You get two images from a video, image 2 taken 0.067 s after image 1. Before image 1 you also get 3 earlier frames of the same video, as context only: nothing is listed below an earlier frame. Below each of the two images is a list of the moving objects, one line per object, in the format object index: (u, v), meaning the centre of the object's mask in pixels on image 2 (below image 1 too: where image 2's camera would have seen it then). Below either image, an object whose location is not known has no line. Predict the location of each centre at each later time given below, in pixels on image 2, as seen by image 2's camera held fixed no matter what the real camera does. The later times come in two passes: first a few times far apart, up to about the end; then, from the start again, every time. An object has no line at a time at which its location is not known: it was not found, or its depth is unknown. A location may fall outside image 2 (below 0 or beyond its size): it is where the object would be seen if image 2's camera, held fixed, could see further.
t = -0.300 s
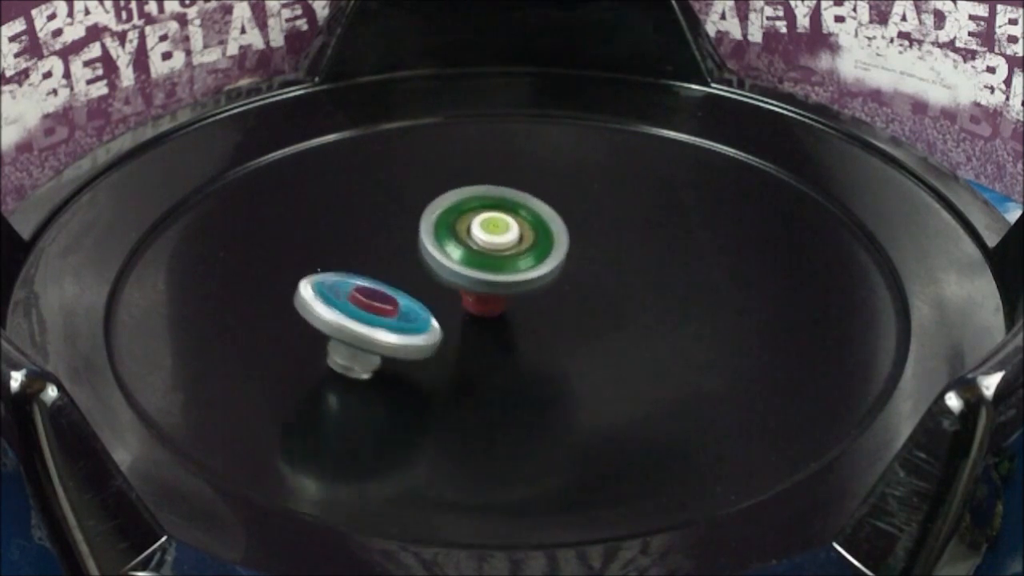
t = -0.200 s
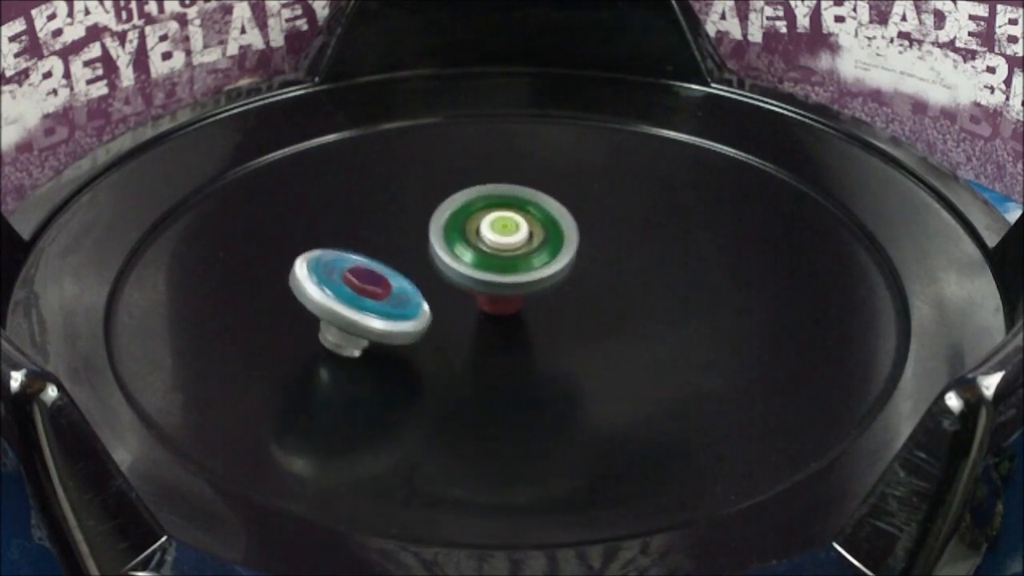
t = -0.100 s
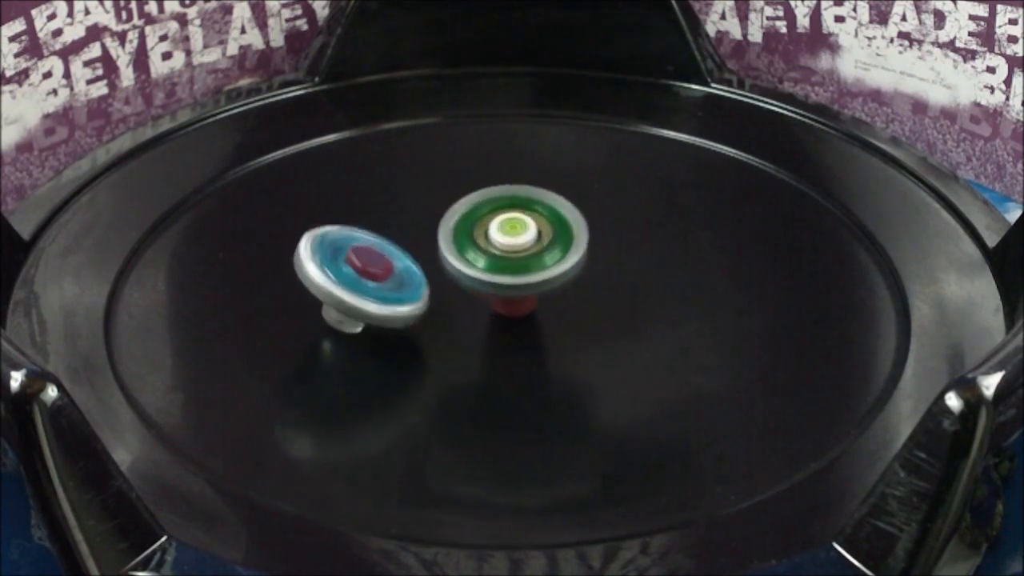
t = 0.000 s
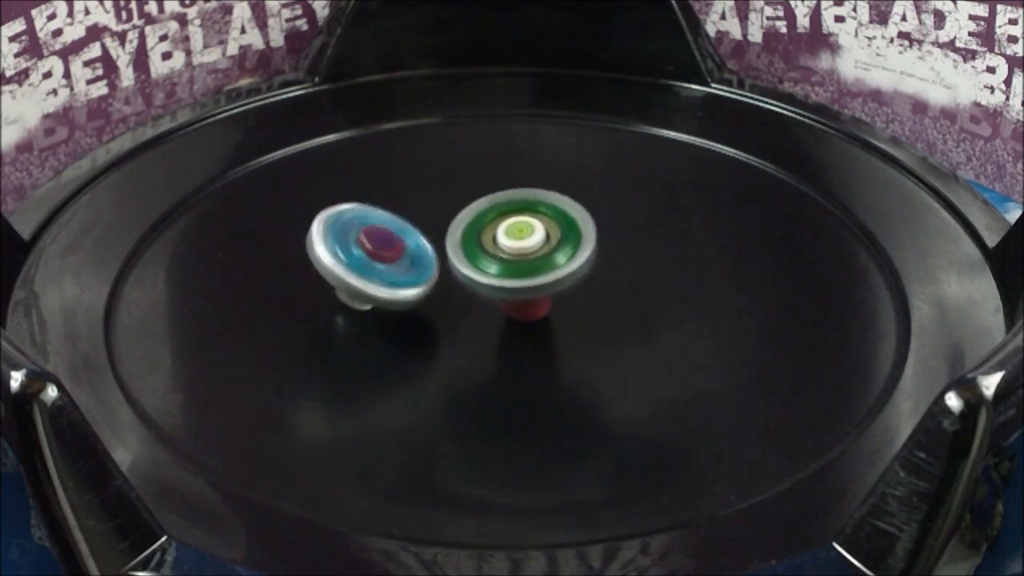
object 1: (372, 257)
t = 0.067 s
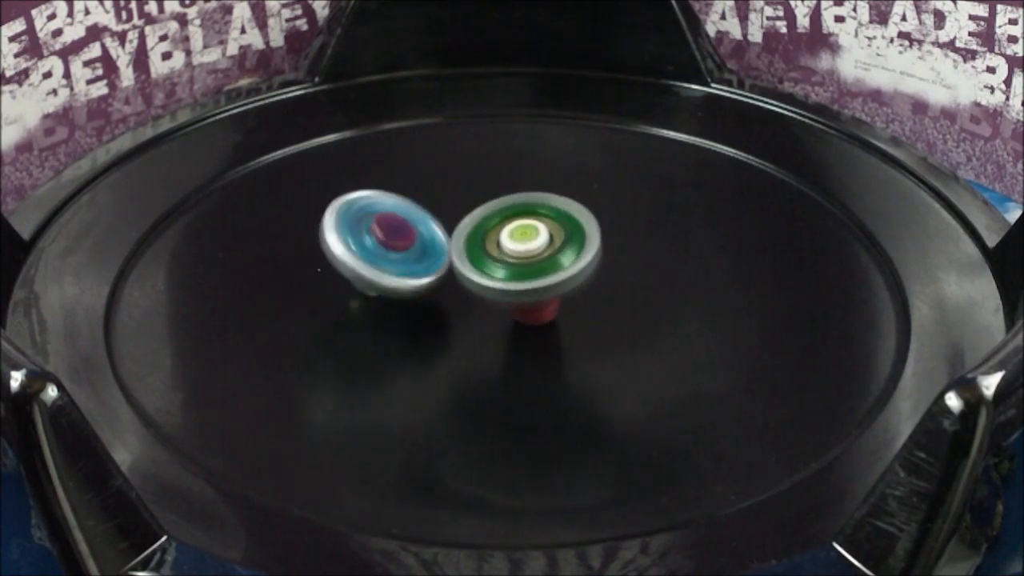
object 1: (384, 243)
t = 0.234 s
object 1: (425, 214)
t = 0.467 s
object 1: (510, 194)
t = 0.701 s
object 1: (590, 213)
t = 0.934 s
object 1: (633, 251)
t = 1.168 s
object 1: (622, 306)
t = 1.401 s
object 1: (551, 352)
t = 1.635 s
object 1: (452, 363)
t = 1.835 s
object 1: (384, 342)
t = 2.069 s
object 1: (356, 298)
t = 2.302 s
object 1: (381, 249)
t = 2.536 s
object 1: (454, 208)
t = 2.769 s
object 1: (544, 207)
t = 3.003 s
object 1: (610, 227)
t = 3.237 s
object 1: (636, 272)
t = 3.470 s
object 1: (600, 326)
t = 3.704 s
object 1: (507, 357)
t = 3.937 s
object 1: (410, 346)
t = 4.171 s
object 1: (359, 306)
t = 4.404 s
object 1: (362, 258)
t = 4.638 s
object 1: (429, 198)
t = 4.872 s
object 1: (545, 193)
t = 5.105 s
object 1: (621, 222)
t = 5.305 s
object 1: (646, 260)
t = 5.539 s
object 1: (631, 315)
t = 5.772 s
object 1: (551, 366)
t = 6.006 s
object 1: (449, 367)
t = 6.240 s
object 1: (376, 322)
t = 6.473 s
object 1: (356, 250)
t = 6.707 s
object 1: (397, 203)
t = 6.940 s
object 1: (466, 193)
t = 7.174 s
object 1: (614, 217)
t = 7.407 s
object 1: (684, 253)
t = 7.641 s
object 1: (650, 300)
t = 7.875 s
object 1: (520, 372)
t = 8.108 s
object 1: (404, 396)
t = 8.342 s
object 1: (392, 363)
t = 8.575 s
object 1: (406, 289)
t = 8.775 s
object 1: (420, 190)
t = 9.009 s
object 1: (436, 153)
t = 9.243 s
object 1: (475, 181)
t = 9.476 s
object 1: (655, 218)
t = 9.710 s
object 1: (794, 265)
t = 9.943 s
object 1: (592, 341)
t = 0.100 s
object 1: (391, 237)
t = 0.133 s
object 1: (399, 231)
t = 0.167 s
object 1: (407, 226)
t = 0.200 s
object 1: (416, 220)
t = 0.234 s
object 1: (425, 214)
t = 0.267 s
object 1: (436, 209)
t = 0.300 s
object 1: (447, 204)
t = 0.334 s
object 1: (459, 200)
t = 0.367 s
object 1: (472, 198)
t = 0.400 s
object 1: (485, 196)
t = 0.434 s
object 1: (497, 194)
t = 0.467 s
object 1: (510, 194)
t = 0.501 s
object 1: (523, 194)
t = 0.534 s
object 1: (536, 196)
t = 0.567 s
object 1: (548, 198)
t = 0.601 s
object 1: (560, 201)
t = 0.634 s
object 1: (570, 204)
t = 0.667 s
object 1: (580, 208)
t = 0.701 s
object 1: (590, 213)
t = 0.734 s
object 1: (598, 218)
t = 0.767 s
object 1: (606, 222)
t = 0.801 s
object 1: (613, 227)
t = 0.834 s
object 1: (619, 232)
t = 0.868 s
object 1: (625, 238)
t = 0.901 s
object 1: (629, 244)
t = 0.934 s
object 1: (633, 251)
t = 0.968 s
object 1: (635, 258)
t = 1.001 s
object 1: (636, 266)
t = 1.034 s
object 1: (635, 274)
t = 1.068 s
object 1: (634, 282)
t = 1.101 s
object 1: (632, 290)
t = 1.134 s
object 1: (628, 298)
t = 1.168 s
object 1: (622, 306)
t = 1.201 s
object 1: (615, 314)
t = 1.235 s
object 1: (607, 322)
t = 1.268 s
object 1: (598, 329)
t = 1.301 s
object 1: (588, 336)
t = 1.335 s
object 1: (576, 342)
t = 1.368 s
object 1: (564, 348)
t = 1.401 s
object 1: (551, 352)
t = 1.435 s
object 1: (537, 356)
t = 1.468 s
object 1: (523, 360)
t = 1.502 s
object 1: (509, 362)
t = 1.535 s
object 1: (494, 364)
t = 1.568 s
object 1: (480, 364)
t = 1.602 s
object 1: (465, 364)
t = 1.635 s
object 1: (452, 363)
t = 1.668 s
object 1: (438, 361)
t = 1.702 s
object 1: (426, 359)
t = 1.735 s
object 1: (414, 355)
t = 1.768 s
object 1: (403, 351)
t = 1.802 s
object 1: (393, 347)
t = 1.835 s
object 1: (384, 342)
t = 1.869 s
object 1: (377, 336)
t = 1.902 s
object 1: (370, 330)
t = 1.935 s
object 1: (365, 324)
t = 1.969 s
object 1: (361, 318)
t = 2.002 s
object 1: (358, 311)
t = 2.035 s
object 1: (356, 305)
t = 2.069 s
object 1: (356, 298)
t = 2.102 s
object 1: (356, 291)
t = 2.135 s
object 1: (358, 283)
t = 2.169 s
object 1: (361, 277)
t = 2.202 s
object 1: (365, 270)
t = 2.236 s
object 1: (369, 262)
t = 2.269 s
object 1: (375, 256)
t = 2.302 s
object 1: (381, 249)
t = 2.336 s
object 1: (388, 242)
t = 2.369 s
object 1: (396, 235)
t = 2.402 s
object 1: (405, 228)
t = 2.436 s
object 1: (415, 222)
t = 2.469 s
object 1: (427, 216)
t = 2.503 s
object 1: (440, 211)
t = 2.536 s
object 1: (454, 208)
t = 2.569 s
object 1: (467, 205)
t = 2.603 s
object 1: (481, 203)
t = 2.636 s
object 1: (494, 202)
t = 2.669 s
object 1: (508, 202)
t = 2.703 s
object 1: (521, 203)
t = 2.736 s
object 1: (533, 205)
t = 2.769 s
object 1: (544, 207)
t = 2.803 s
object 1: (555, 208)
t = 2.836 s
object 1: (566, 211)
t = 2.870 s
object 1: (576, 213)
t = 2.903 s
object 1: (585, 216)
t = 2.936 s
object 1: (595, 219)
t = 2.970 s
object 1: (603, 223)
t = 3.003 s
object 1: (610, 227)
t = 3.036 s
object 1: (617, 232)
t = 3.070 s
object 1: (623, 237)
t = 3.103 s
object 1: (628, 243)
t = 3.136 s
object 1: (632, 250)
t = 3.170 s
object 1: (635, 256)
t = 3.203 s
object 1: (636, 264)
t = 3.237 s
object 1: (636, 272)
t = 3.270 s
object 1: (635, 280)
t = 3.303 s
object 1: (632, 288)
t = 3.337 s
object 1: (629, 296)
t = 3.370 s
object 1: (623, 304)
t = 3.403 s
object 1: (617, 311)
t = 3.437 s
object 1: (609, 318)
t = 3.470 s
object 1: (600, 326)
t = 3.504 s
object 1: (589, 332)
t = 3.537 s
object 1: (578, 338)
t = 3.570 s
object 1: (565, 343)
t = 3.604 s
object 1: (551, 348)
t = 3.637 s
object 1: (536, 352)
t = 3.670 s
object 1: (522, 355)
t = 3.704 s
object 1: (507, 357)
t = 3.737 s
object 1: (492, 358)
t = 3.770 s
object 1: (477, 357)
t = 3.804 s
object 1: (462, 357)
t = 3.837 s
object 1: (448, 355)
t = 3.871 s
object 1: (434, 353)
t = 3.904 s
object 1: (422, 350)
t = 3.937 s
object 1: (410, 346)
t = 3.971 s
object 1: (399, 341)
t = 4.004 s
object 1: (389, 336)
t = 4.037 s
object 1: (381, 331)
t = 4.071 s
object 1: (374, 325)
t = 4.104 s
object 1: (368, 319)
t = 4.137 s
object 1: (363, 313)
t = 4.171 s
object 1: (359, 306)
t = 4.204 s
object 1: (357, 299)
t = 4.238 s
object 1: (356, 293)
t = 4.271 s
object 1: (355, 286)
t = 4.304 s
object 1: (355, 279)
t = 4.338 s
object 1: (356, 272)
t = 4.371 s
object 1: (358, 265)
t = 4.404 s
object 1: (362, 258)
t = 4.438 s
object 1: (366, 251)
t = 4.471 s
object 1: (370, 242)
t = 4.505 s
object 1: (377, 233)
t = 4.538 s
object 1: (386, 224)
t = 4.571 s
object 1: (397, 216)
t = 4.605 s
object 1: (411, 207)
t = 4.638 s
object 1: (429, 198)
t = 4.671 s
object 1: (447, 193)
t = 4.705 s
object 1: (466, 190)
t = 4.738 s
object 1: (483, 189)
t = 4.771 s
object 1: (500, 188)
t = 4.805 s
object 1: (515, 189)
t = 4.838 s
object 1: (530, 191)
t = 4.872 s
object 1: (545, 193)
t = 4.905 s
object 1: (559, 196)
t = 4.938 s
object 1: (571, 200)
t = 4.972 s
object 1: (583, 204)
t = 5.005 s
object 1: (594, 207)
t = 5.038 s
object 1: (604, 212)
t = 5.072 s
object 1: (613, 217)
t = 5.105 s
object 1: (621, 222)
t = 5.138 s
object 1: (628, 226)
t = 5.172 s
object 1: (633, 233)
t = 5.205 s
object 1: (639, 239)
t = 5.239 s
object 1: (643, 246)
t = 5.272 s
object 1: (645, 253)
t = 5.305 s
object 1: (646, 260)
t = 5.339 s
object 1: (647, 267)
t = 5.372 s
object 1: (648, 275)
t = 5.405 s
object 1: (646, 283)
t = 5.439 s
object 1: (644, 291)
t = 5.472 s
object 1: (639, 299)
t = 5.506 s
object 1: (636, 307)
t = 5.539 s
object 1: (631, 315)
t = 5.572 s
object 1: (623, 323)
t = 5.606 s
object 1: (612, 330)
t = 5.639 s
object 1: (599, 338)
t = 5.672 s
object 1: (588, 346)
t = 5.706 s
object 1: (579, 355)
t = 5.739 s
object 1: (565, 362)
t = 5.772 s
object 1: (551, 366)
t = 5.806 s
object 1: (536, 370)
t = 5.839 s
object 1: (521, 372)
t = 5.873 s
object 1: (506, 373)
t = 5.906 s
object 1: (491, 373)
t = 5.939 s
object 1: (477, 372)
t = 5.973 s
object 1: (462, 370)
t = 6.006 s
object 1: (449, 367)
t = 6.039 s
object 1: (436, 363)
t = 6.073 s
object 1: (424, 358)
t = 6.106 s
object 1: (412, 352)
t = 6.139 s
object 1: (402, 346)
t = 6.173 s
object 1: (392, 339)
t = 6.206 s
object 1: (383, 330)
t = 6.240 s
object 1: (376, 322)
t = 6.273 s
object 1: (370, 312)
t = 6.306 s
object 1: (363, 302)
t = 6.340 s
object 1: (358, 292)
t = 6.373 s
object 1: (355, 282)
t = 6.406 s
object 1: (353, 272)
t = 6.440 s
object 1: (353, 261)
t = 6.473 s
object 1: (356, 250)
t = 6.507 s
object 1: (358, 241)
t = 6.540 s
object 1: (362, 233)
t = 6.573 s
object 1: (367, 225)
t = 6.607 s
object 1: (374, 219)
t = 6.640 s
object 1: (382, 213)
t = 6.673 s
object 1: (389, 208)
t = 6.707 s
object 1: (397, 203)
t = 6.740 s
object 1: (406, 201)
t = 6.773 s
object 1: (415, 198)
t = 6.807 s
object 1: (424, 196)
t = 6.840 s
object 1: (433, 195)
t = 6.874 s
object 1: (443, 194)
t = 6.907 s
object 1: (454, 194)
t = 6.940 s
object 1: (466, 193)
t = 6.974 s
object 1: (480, 192)
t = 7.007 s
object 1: (497, 192)
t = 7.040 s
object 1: (516, 193)
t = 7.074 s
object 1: (539, 195)
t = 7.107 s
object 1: (566, 200)
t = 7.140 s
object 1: (592, 208)
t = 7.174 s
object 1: (614, 217)
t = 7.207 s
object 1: (630, 224)
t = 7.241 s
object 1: (644, 230)
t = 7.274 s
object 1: (656, 234)
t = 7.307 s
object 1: (668, 239)
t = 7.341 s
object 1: (676, 244)
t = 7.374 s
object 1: (681, 249)
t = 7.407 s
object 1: (684, 253)
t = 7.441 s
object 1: (685, 259)
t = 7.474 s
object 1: (683, 264)
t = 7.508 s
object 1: (680, 271)
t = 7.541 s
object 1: (675, 277)
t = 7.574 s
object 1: (668, 284)
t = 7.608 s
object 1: (660, 292)
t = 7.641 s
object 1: (650, 300)
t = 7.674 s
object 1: (637, 309)
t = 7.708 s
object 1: (622, 320)
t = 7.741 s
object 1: (604, 331)
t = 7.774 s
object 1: (585, 342)
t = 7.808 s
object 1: (564, 352)
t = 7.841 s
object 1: (542, 363)
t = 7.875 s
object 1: (520, 372)
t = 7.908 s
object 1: (497, 379)
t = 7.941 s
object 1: (475, 386)
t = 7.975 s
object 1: (455, 391)
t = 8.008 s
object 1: (437, 394)
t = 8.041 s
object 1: (422, 396)
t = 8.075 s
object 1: (411, 397)
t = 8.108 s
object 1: (404, 396)
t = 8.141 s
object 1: (398, 394)
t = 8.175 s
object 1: (395, 391)
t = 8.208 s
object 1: (393, 386)
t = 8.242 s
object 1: (391, 381)
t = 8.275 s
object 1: (391, 376)
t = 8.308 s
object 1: (391, 370)
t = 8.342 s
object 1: (392, 363)
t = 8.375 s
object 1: (393, 356)
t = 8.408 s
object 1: (395, 349)
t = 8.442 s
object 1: (398, 340)
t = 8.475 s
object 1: (399, 331)
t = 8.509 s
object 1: (402, 319)
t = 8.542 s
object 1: (404, 305)
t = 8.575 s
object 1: (406, 289)
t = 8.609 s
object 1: (407, 271)
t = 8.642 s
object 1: (408, 254)
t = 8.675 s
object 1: (412, 237)
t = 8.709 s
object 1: (415, 220)
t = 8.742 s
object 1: (418, 204)
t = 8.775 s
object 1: (420, 190)
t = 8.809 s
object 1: (422, 178)
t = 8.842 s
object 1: (424, 168)
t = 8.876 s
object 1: (425, 160)
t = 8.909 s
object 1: (427, 156)
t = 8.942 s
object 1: (430, 153)
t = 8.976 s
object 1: (432, 152)
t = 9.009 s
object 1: (436, 153)
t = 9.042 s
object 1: (441, 155)
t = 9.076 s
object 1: (446, 157)
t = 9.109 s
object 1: (451, 160)
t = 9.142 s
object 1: (457, 164)
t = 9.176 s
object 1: (462, 169)
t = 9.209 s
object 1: (469, 175)
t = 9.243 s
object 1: (475, 181)
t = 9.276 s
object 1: (481, 187)
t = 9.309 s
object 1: (488, 193)
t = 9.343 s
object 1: (498, 199)
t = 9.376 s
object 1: (512, 208)
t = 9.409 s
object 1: (552, 215)
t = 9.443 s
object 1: (602, 208)
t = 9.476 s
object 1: (655, 218)
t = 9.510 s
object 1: (704, 217)
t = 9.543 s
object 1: (743, 225)
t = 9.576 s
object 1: (773, 230)
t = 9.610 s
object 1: (795, 237)
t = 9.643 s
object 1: (804, 248)
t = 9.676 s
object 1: (802, 257)
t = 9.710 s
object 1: (794, 265)
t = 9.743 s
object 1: (781, 273)
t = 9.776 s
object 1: (764, 282)
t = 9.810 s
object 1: (742, 292)
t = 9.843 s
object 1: (713, 303)
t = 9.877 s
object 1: (678, 316)
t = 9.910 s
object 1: (638, 328)
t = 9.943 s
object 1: (592, 341)
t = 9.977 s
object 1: (547, 354)
